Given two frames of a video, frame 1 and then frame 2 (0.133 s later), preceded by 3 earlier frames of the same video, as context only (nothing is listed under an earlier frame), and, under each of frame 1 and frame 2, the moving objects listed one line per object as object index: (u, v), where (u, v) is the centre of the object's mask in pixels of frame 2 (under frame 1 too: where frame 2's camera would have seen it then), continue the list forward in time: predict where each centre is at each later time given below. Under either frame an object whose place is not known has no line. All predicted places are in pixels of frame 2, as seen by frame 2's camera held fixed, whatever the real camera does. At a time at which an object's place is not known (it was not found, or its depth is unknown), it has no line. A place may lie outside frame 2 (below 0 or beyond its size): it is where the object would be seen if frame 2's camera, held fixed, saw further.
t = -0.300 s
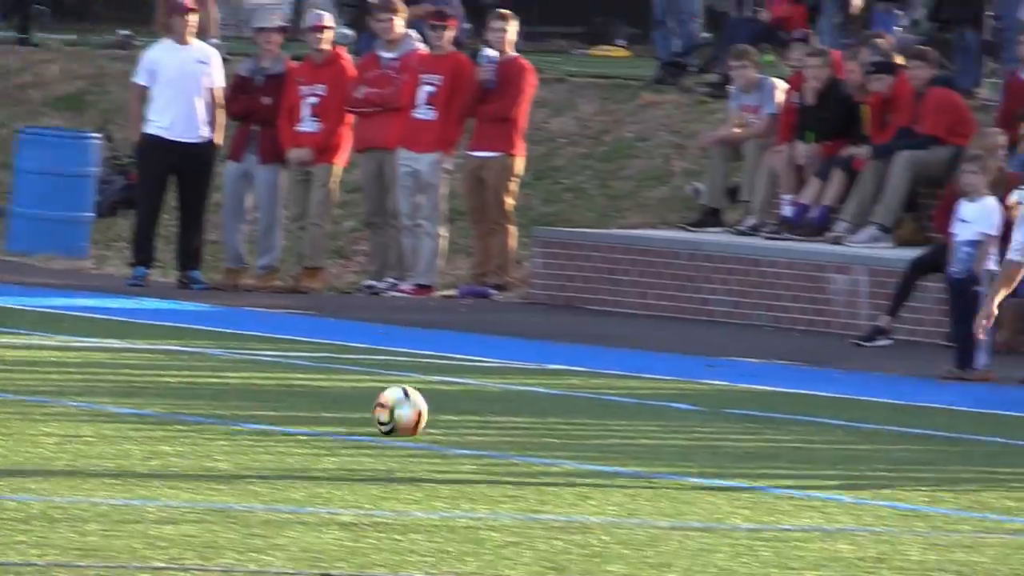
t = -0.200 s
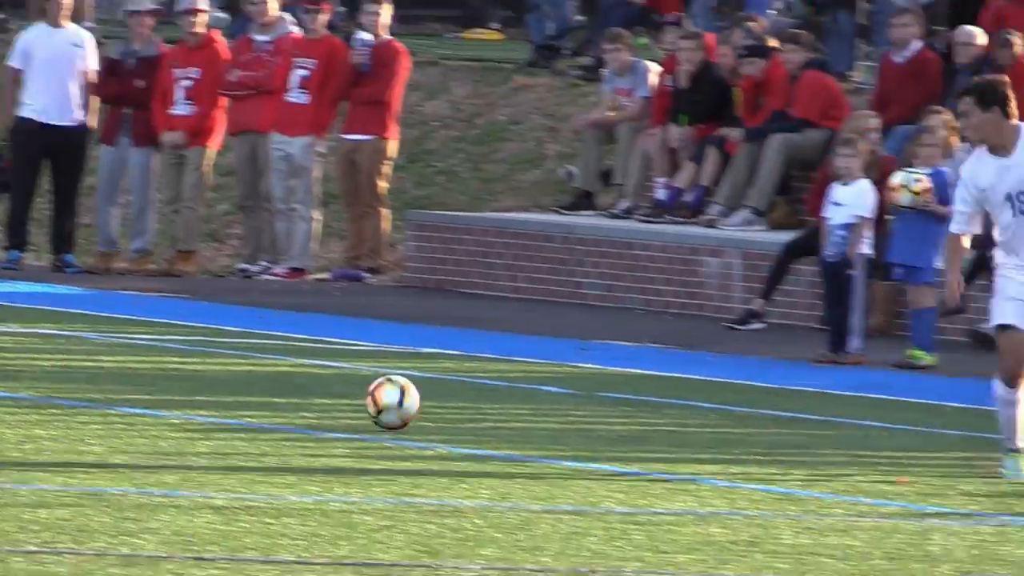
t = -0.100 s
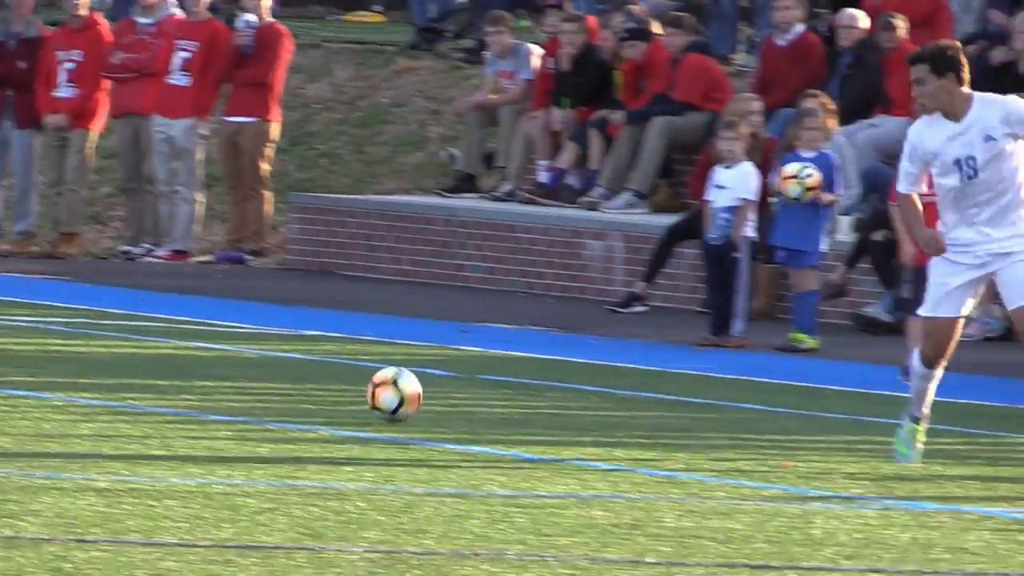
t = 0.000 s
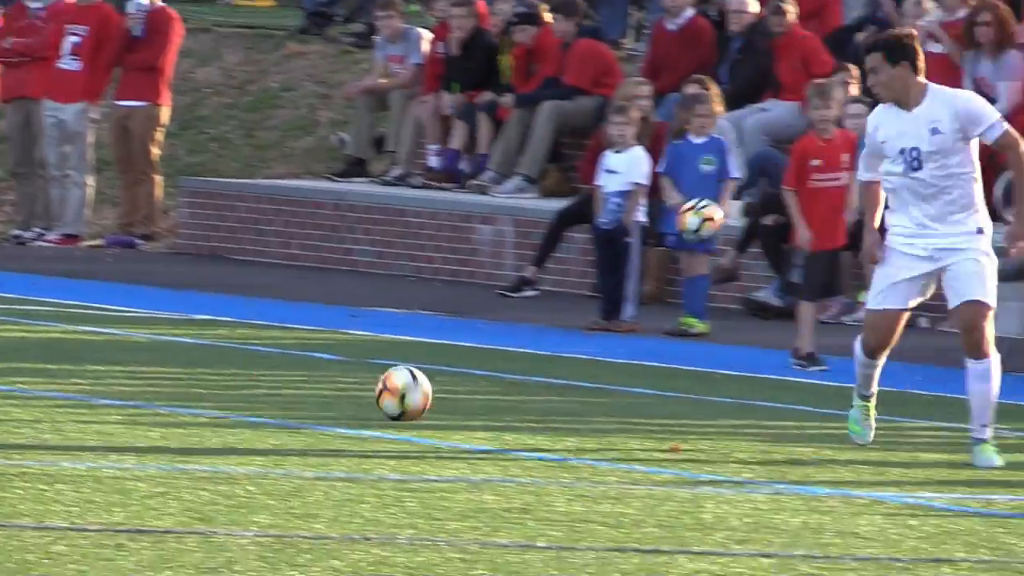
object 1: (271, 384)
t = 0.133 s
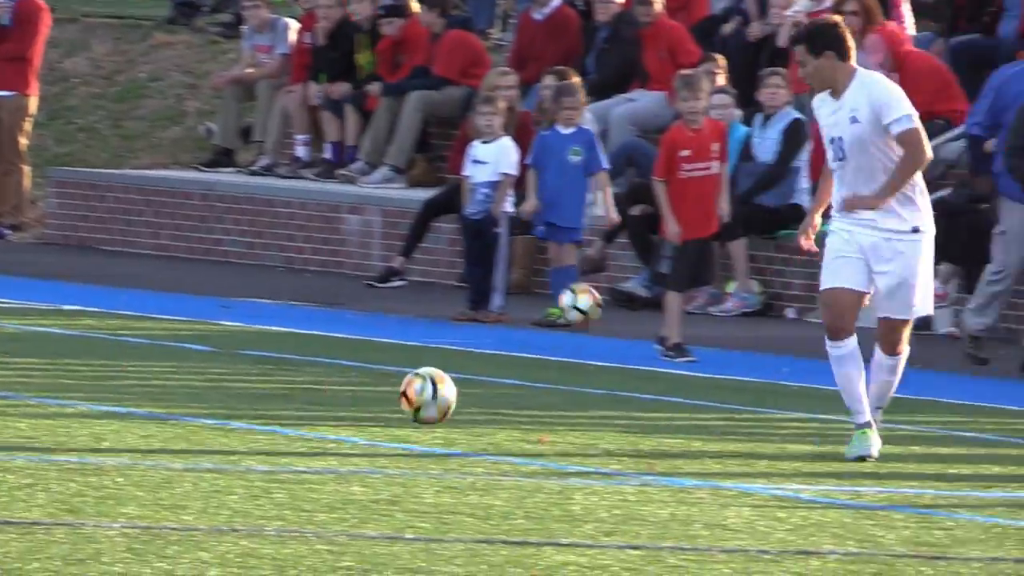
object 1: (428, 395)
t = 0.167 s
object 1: (465, 404)
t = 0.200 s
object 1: (504, 407)
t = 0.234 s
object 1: (542, 409)
